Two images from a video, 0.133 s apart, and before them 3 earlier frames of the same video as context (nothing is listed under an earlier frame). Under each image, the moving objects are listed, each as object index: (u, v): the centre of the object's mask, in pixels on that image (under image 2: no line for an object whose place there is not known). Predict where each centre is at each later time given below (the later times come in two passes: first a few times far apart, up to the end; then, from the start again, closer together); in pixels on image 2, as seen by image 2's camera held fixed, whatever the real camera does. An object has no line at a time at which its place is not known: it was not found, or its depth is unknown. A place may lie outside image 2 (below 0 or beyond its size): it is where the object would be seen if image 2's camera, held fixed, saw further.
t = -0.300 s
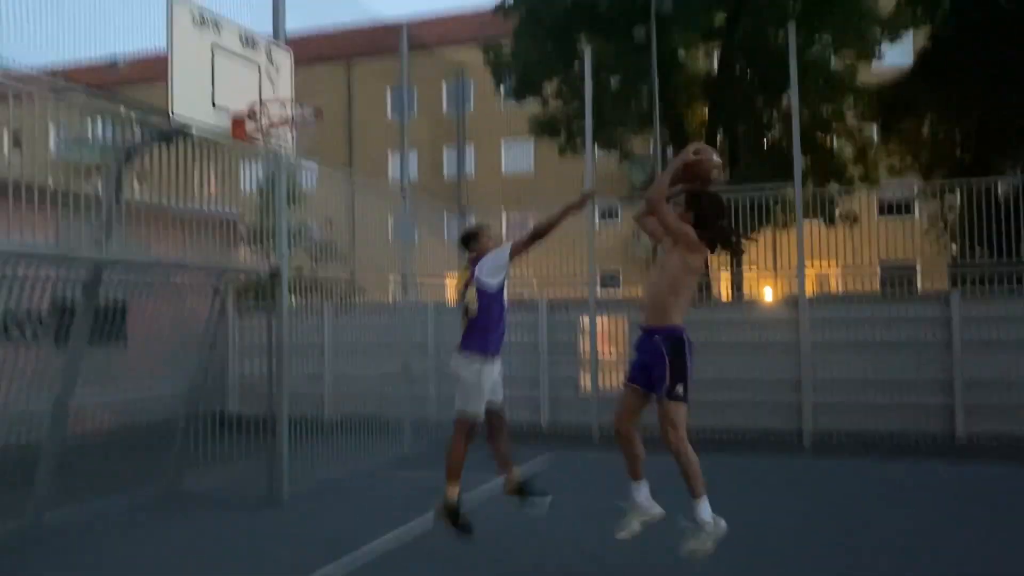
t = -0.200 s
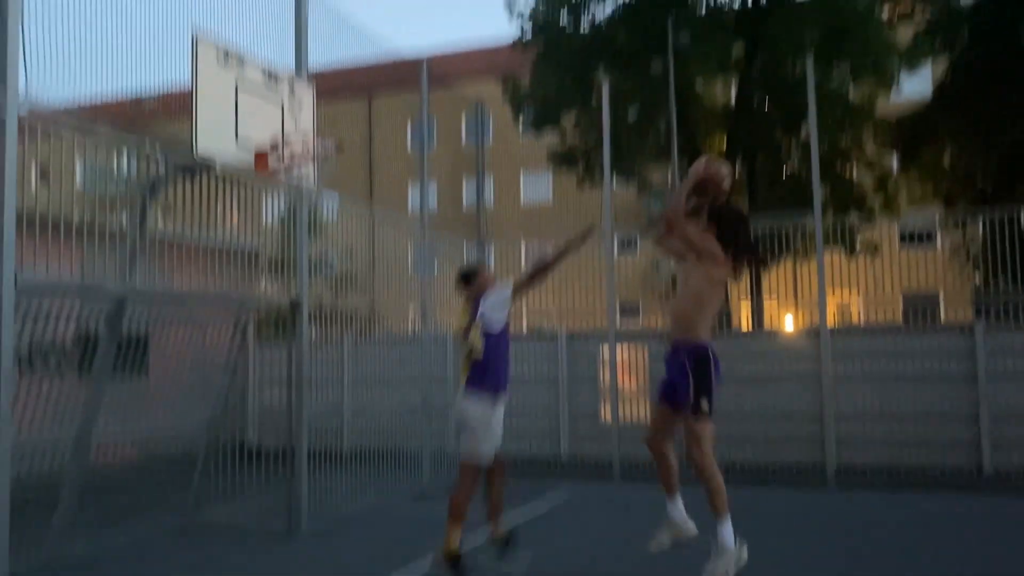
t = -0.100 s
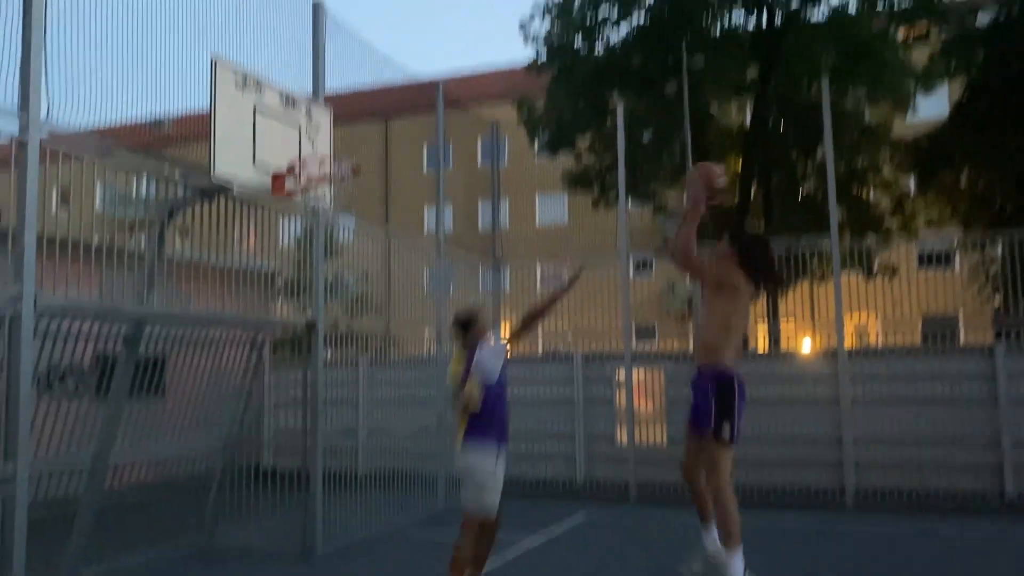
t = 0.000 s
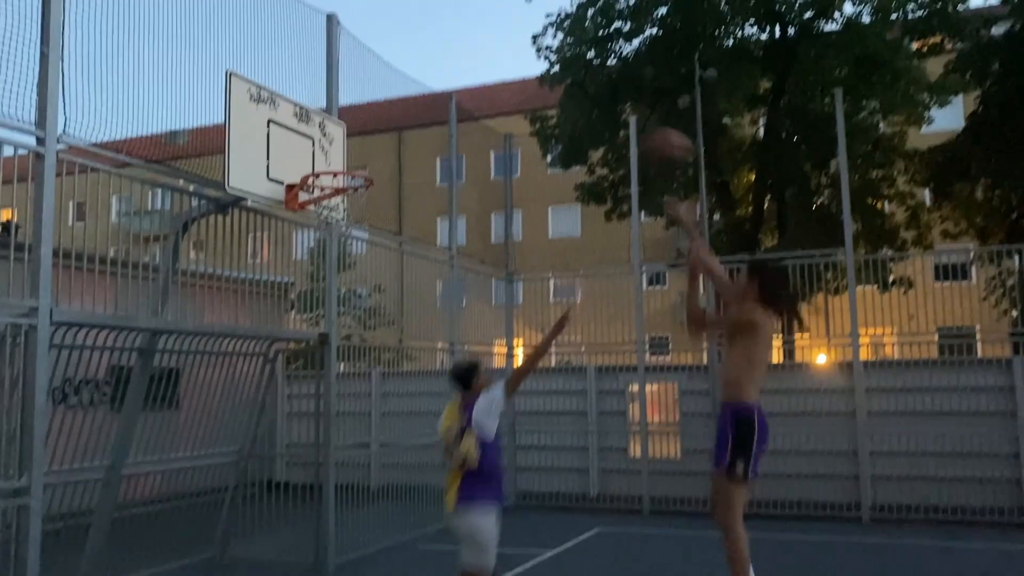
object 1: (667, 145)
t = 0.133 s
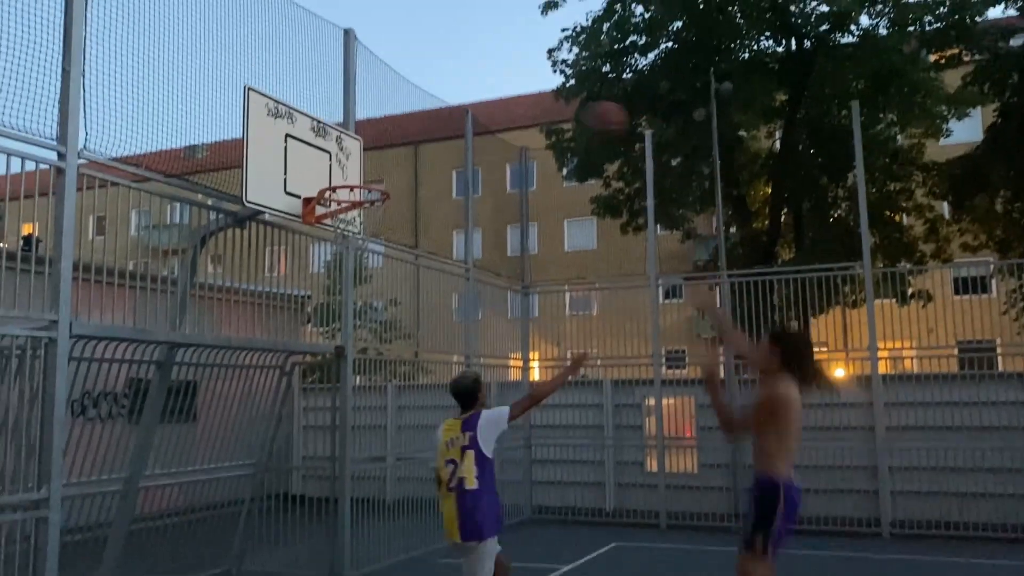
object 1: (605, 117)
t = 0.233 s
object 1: (555, 109)
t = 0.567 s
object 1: (400, 174)
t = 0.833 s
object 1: (501, 146)
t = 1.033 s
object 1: (604, 176)
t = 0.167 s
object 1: (589, 112)
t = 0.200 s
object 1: (572, 109)
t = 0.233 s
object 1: (555, 109)
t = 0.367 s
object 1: (485, 119)
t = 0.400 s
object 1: (471, 123)
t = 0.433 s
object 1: (457, 131)
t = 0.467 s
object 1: (443, 139)
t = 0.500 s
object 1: (428, 149)
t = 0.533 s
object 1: (413, 162)
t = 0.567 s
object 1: (400, 174)
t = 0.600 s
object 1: (397, 179)
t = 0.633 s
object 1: (409, 170)
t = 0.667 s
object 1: (422, 164)
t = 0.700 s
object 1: (438, 156)
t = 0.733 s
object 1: (453, 151)
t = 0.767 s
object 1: (469, 149)
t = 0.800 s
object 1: (485, 145)
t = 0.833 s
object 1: (501, 146)
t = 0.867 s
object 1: (517, 145)
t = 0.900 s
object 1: (533, 148)
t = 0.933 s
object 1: (552, 153)
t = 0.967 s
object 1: (568, 160)
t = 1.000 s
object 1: (585, 166)
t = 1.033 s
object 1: (604, 176)
